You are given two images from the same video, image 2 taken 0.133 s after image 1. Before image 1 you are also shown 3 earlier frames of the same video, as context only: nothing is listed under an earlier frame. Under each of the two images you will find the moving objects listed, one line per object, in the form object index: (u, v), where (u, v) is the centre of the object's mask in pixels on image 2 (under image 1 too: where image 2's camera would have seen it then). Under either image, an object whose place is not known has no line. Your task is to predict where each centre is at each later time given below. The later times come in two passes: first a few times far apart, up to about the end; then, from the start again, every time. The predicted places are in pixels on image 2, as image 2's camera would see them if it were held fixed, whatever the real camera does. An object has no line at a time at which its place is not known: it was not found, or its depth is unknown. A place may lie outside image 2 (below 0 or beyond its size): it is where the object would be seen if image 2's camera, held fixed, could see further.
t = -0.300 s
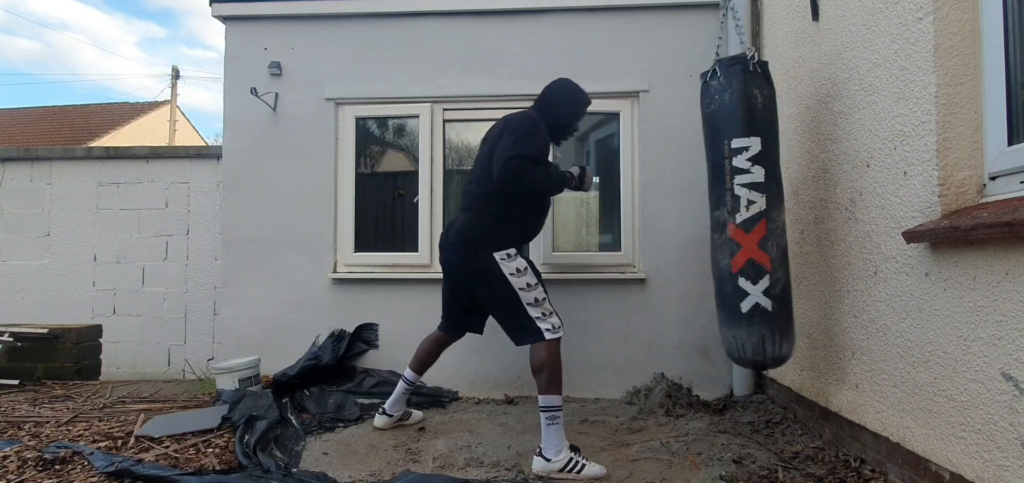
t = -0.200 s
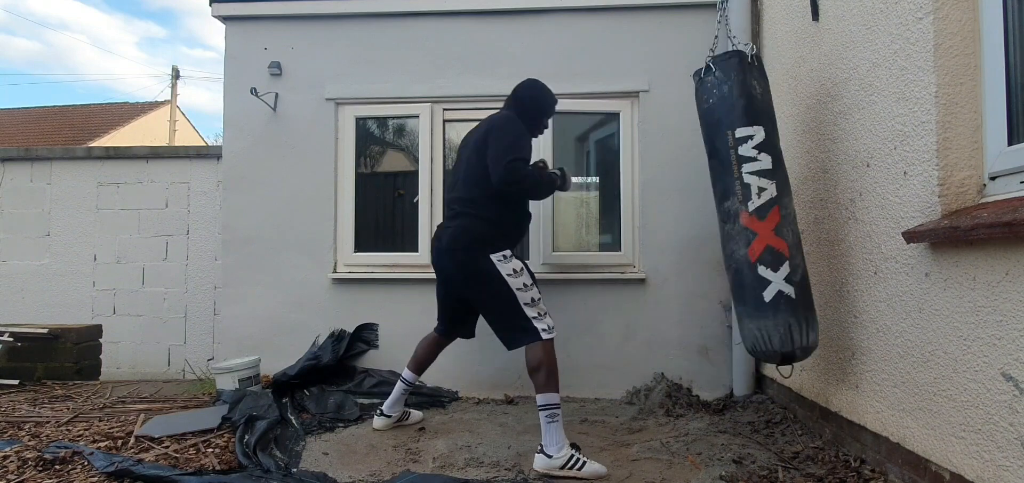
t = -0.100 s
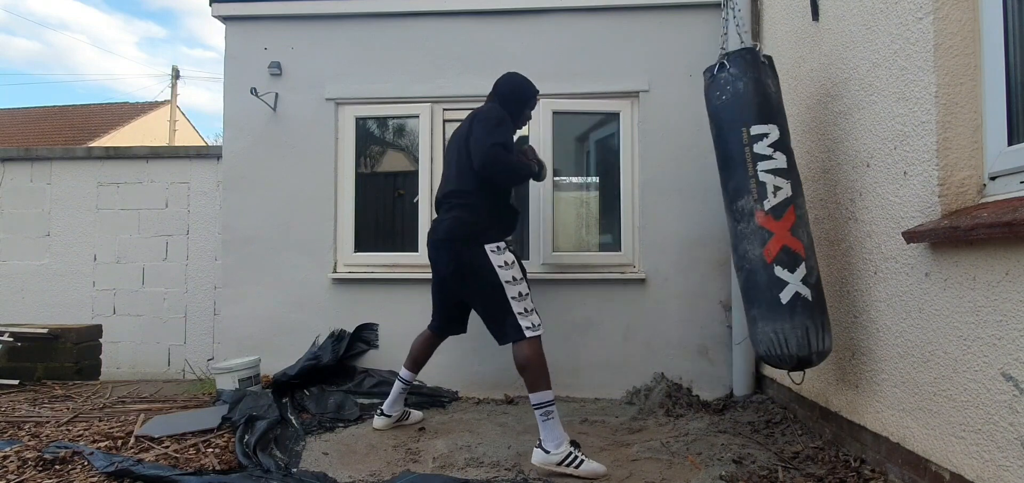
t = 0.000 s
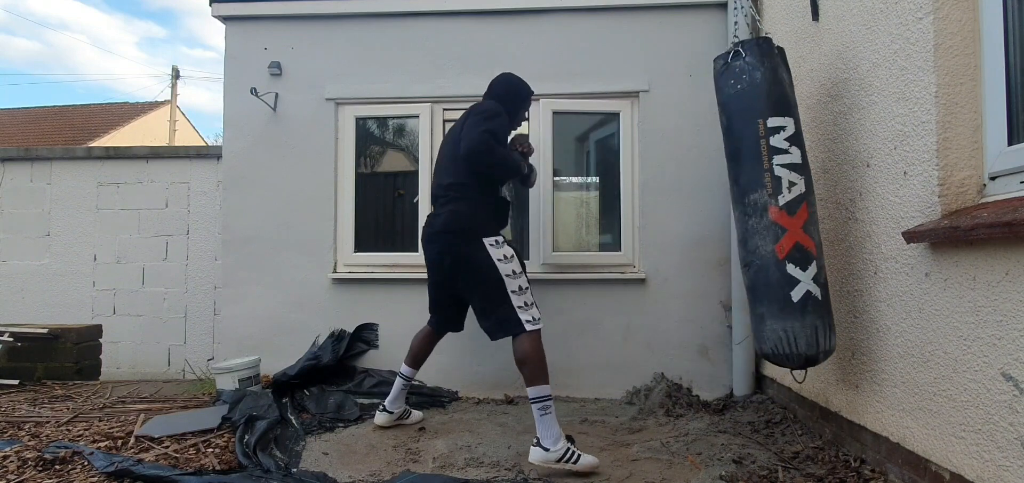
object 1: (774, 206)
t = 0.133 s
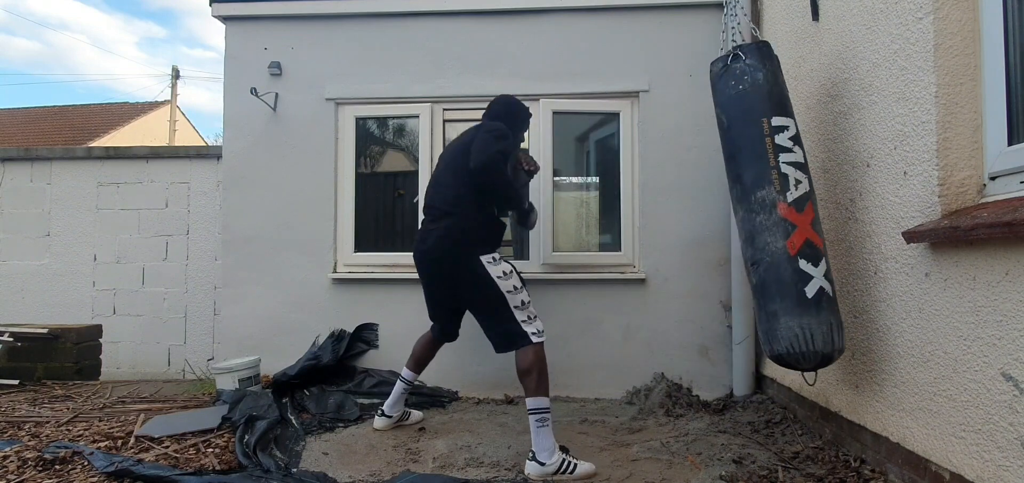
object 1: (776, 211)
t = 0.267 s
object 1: (771, 211)
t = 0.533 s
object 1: (744, 212)
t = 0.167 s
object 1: (775, 211)
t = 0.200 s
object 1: (774, 210)
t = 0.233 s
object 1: (773, 211)
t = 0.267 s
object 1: (771, 211)
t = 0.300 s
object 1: (769, 210)
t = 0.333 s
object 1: (766, 209)
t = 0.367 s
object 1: (763, 208)
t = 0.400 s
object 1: (760, 209)
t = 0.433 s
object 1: (756, 211)
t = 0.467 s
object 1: (752, 212)
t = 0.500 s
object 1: (748, 212)
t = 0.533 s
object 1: (744, 212)
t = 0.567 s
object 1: (740, 212)
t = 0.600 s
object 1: (736, 212)
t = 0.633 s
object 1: (732, 211)
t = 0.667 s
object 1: (729, 210)
